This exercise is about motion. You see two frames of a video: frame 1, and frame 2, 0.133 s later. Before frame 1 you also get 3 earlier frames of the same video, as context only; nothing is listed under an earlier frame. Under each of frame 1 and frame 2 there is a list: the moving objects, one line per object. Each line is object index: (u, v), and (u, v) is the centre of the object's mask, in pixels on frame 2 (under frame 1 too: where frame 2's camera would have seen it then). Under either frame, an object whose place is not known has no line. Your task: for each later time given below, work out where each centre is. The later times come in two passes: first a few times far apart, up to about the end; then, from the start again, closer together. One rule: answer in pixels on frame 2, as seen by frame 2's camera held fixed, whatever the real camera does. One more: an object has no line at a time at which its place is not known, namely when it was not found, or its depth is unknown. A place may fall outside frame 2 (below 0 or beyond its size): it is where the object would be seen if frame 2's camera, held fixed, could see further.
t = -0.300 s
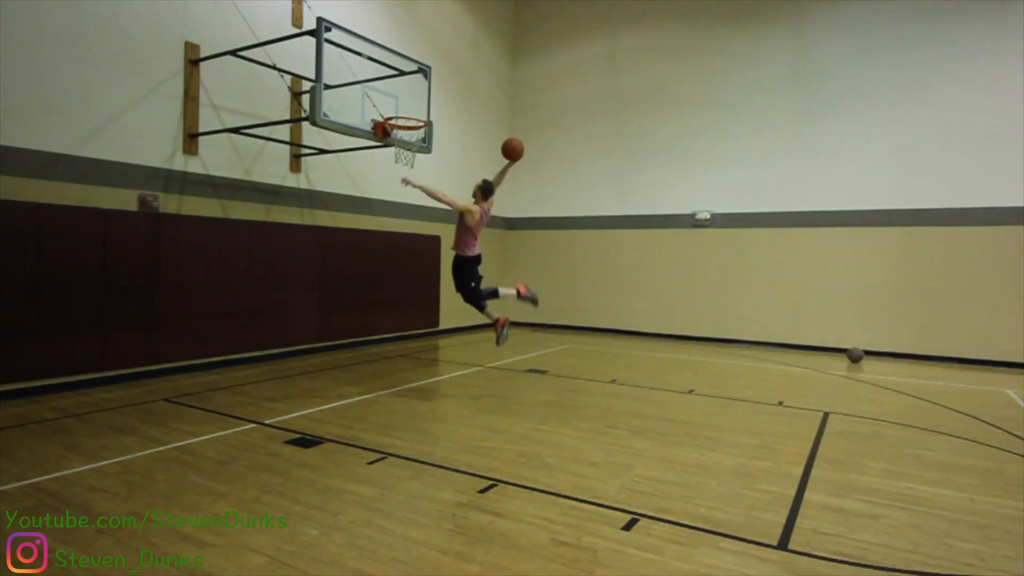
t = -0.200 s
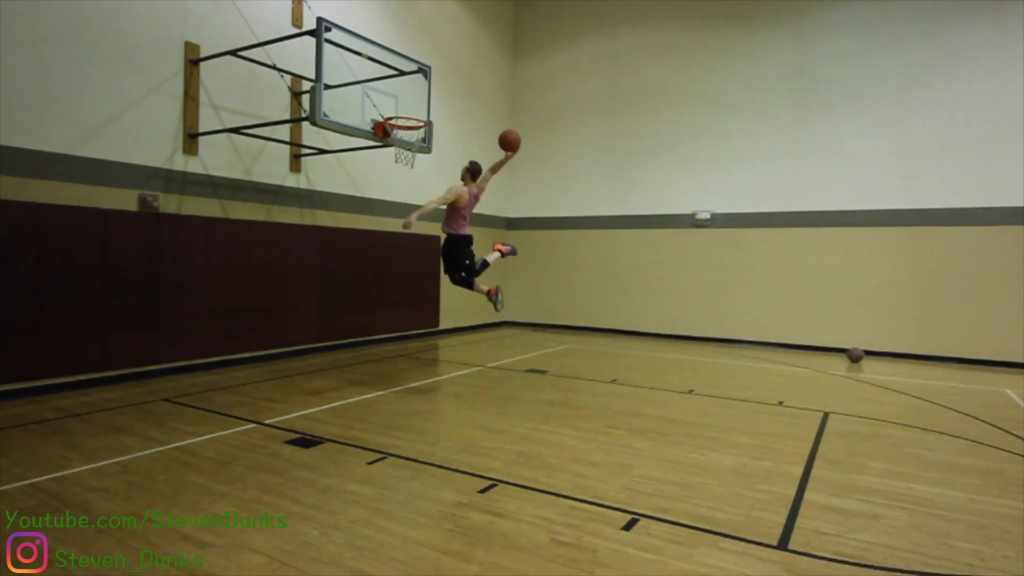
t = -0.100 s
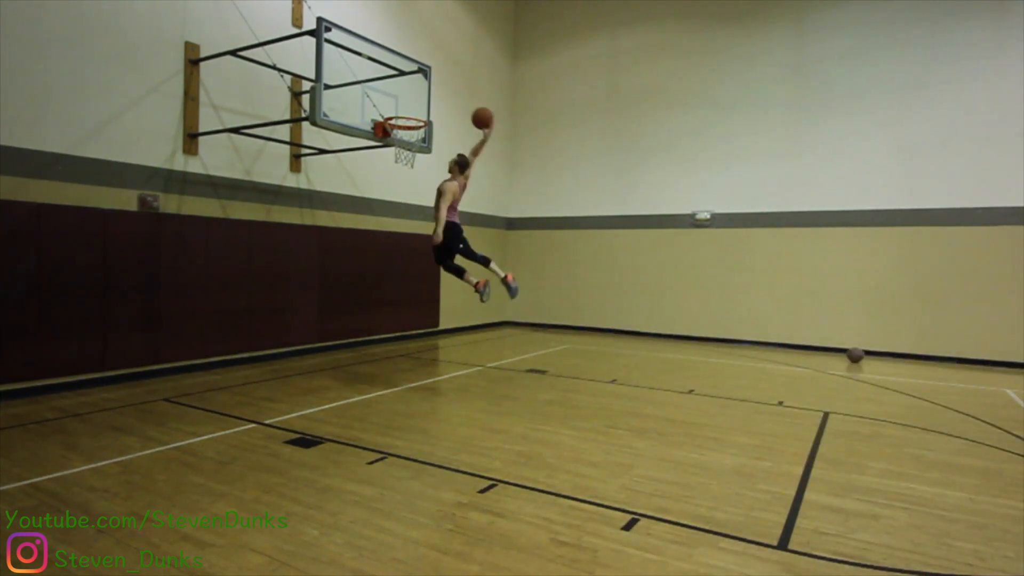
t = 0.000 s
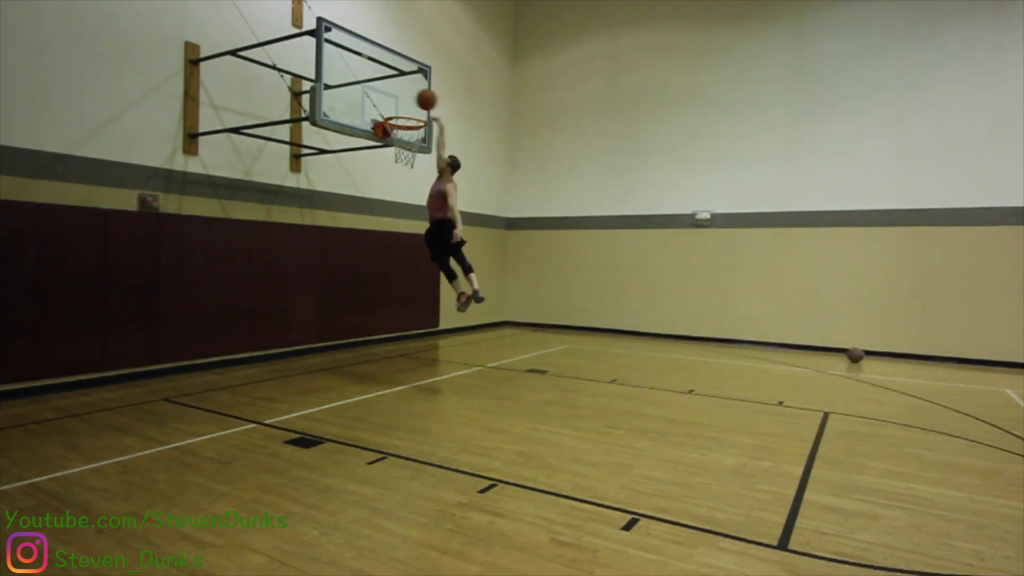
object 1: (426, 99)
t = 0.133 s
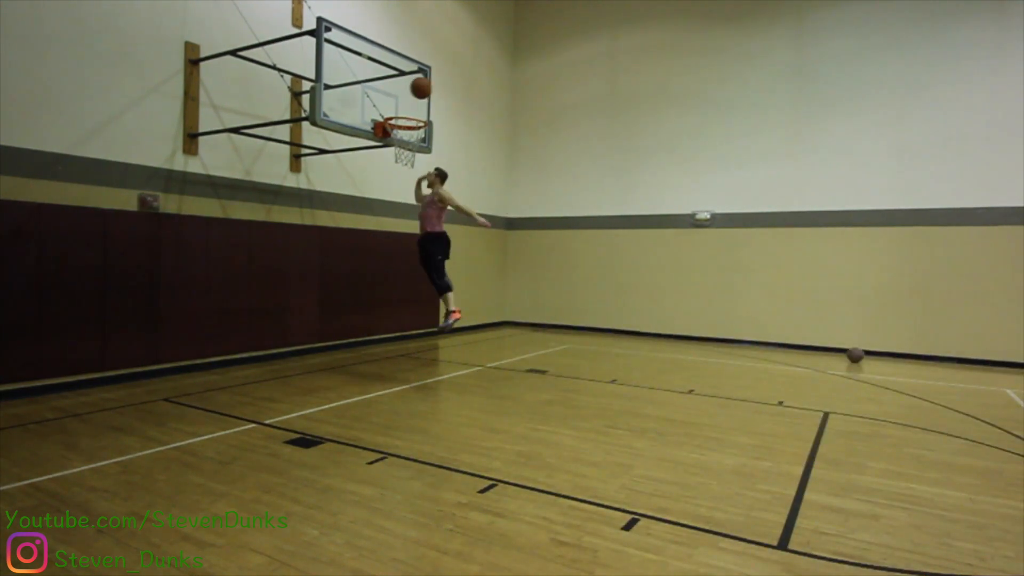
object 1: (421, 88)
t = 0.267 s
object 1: (479, 90)
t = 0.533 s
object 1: (625, 155)
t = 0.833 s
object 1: (854, 377)
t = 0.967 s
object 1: (962, 439)
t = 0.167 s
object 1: (435, 87)
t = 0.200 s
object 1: (449, 87)
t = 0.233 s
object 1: (464, 88)
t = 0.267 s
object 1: (479, 90)
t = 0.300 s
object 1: (495, 93)
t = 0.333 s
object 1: (512, 98)
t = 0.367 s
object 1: (529, 104)
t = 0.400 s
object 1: (547, 111)
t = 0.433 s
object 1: (565, 120)
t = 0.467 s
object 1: (585, 130)
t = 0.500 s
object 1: (604, 142)
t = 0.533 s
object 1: (625, 155)
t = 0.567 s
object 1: (646, 171)
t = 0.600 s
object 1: (669, 189)
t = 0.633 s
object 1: (692, 209)
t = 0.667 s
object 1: (717, 230)
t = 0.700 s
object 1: (742, 255)
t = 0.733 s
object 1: (768, 281)
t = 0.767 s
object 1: (796, 310)
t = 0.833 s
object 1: (854, 377)
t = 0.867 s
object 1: (885, 415)
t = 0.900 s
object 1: (917, 455)
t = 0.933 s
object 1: (943, 464)
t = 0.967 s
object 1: (962, 439)
